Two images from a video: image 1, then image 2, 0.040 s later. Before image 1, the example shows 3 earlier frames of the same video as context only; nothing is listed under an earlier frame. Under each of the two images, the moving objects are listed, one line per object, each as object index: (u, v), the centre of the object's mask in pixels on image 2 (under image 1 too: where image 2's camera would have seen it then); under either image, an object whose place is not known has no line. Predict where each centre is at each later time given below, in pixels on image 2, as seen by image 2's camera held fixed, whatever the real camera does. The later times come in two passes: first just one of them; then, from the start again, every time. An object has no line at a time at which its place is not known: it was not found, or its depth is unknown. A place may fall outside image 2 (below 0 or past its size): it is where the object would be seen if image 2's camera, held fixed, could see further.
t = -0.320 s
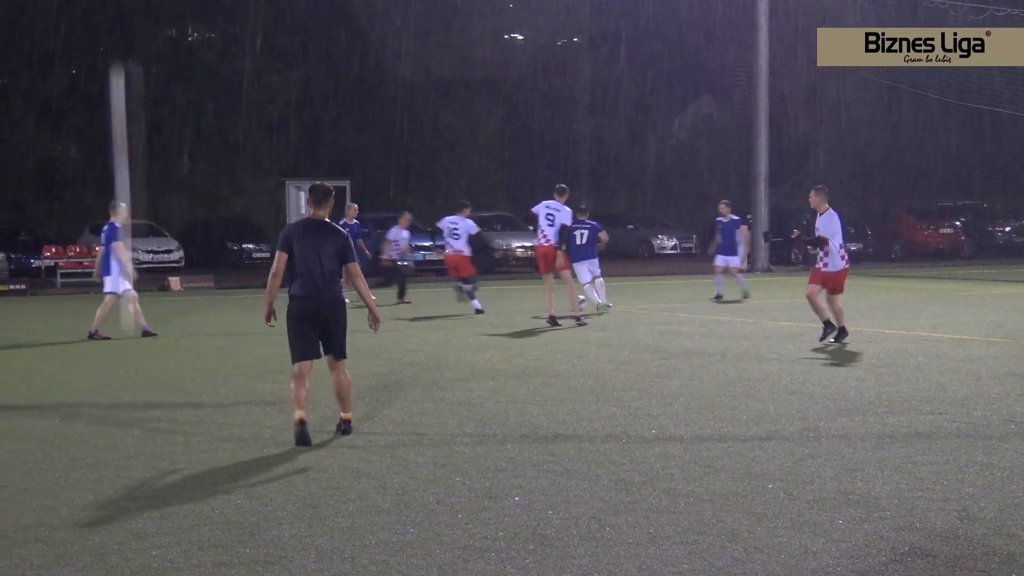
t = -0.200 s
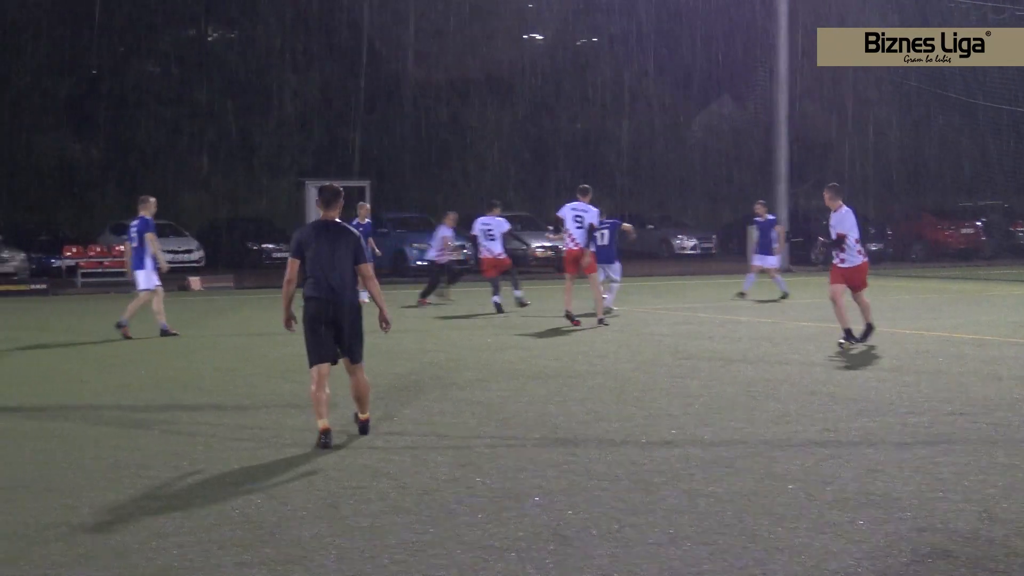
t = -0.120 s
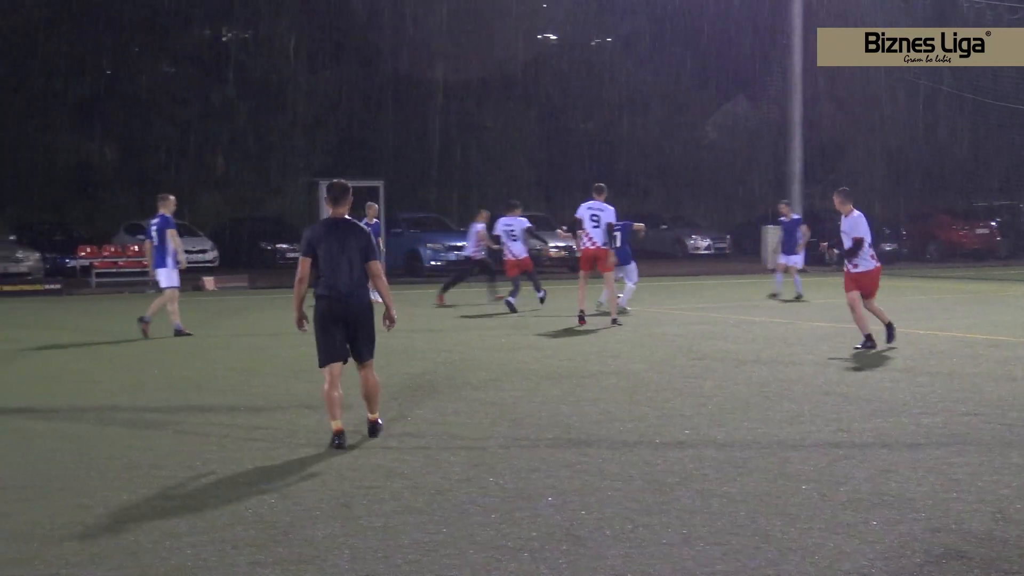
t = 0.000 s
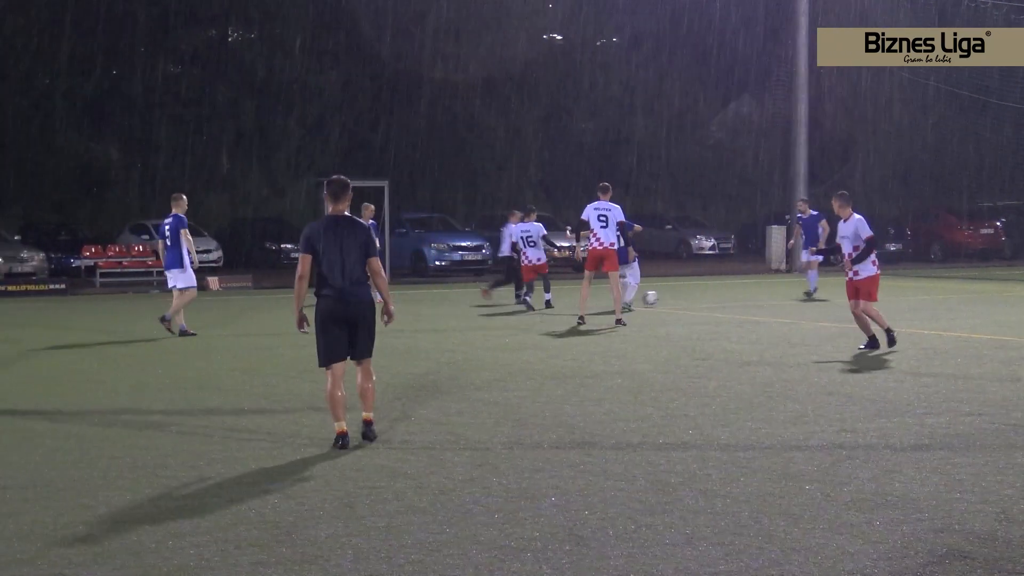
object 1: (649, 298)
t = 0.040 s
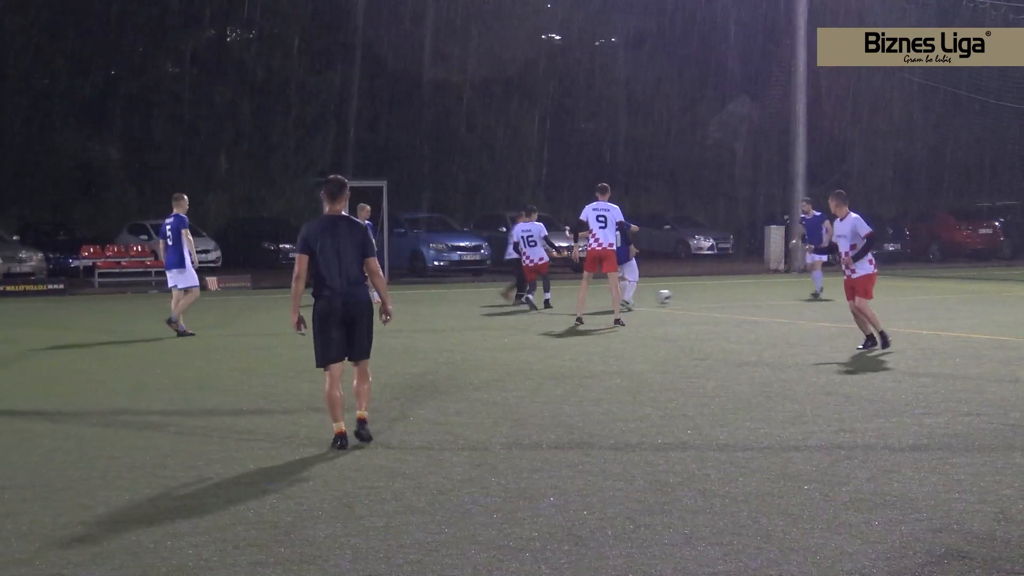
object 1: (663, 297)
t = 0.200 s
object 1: (706, 295)
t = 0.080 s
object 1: (678, 296)
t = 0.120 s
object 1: (691, 297)
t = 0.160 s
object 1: (701, 298)
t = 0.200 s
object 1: (706, 295)
